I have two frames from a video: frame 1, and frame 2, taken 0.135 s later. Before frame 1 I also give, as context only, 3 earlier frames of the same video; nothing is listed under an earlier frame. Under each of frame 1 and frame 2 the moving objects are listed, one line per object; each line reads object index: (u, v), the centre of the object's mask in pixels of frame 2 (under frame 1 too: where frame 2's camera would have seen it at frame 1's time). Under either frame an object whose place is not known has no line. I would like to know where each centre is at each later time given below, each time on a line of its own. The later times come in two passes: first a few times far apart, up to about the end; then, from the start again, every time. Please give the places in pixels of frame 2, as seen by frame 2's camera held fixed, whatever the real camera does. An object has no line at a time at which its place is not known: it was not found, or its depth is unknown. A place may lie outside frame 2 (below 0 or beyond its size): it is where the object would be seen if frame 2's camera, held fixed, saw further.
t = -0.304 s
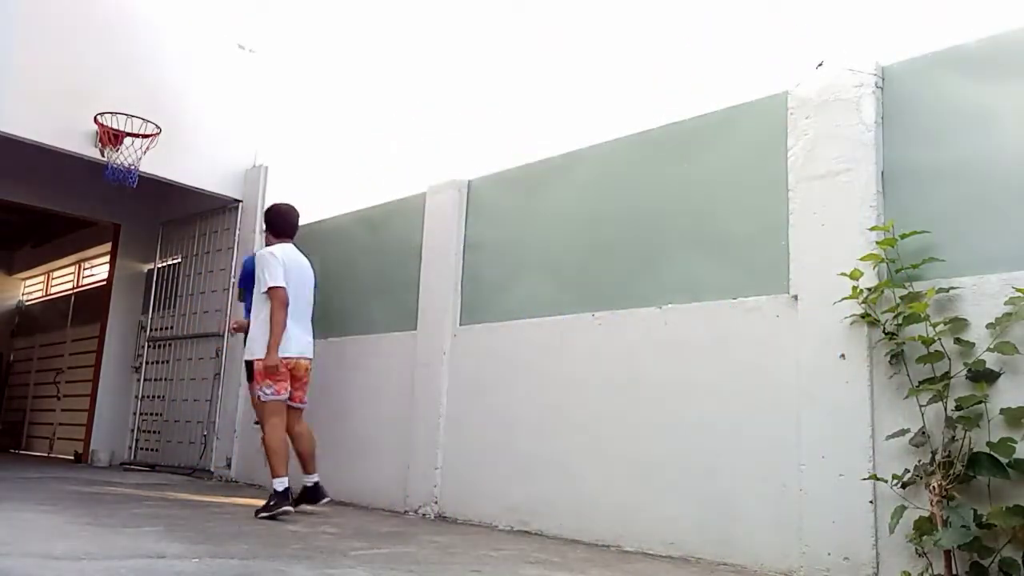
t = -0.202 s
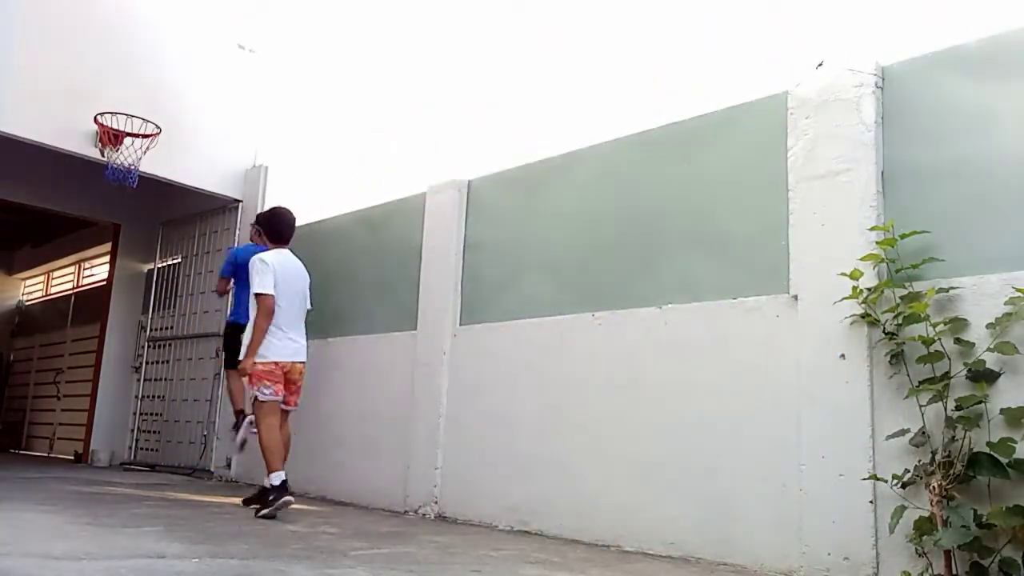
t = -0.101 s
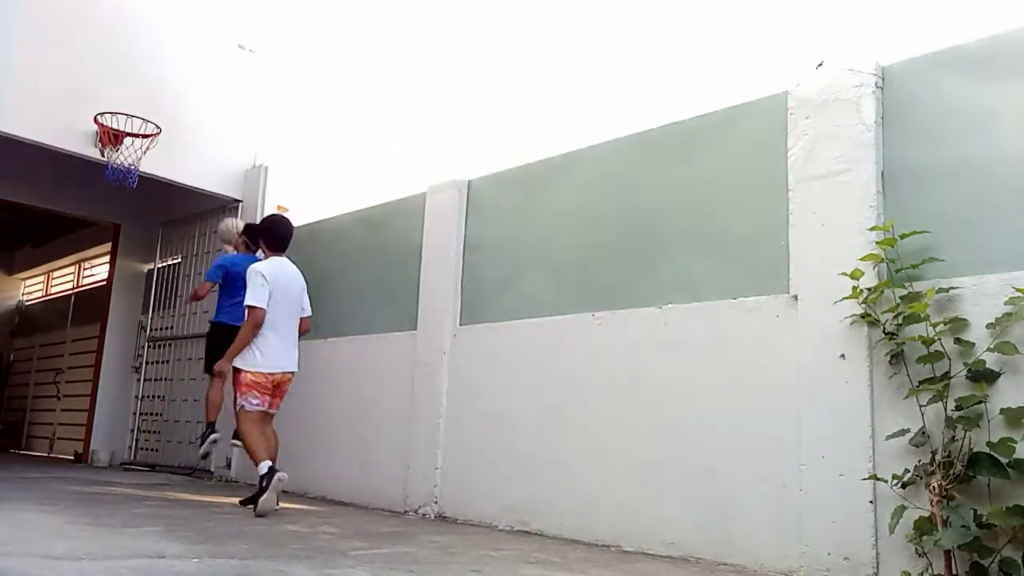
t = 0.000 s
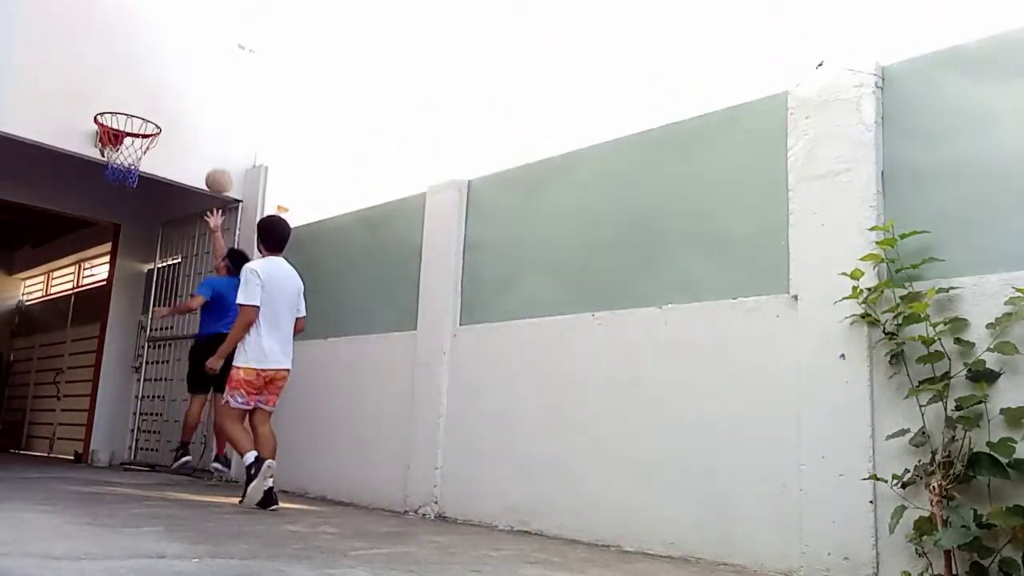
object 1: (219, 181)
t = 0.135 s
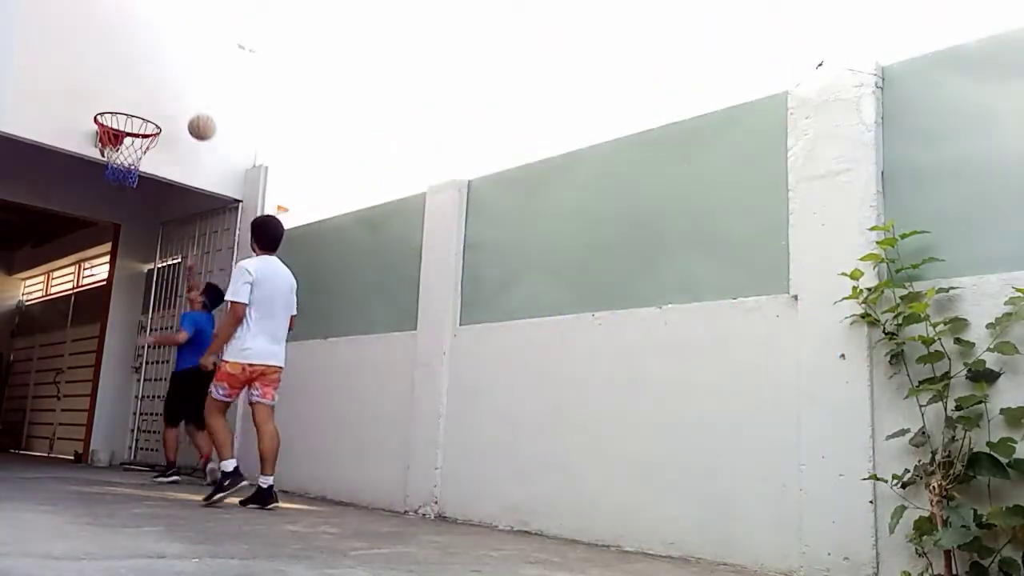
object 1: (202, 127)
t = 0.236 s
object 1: (187, 99)
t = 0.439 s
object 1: (154, 76)
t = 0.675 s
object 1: (147, 82)
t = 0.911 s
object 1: (130, 150)
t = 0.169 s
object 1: (197, 117)
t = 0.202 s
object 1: (192, 107)
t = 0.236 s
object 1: (187, 99)
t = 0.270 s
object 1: (182, 93)
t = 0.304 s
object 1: (177, 87)
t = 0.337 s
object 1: (171, 82)
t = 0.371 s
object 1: (166, 79)
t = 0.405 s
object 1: (159, 78)
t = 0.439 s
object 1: (154, 76)
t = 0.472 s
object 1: (154, 73)
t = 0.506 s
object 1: (154, 71)
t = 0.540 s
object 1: (153, 71)
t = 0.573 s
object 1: (151, 72)
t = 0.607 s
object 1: (150, 74)
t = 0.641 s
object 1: (148, 77)
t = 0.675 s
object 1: (147, 82)
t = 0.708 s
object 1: (145, 88)
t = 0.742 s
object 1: (143, 95)
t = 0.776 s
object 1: (140, 104)
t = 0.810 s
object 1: (138, 114)
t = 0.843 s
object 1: (134, 127)
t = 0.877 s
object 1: (132, 136)
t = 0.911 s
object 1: (130, 150)
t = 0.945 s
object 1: (127, 159)
